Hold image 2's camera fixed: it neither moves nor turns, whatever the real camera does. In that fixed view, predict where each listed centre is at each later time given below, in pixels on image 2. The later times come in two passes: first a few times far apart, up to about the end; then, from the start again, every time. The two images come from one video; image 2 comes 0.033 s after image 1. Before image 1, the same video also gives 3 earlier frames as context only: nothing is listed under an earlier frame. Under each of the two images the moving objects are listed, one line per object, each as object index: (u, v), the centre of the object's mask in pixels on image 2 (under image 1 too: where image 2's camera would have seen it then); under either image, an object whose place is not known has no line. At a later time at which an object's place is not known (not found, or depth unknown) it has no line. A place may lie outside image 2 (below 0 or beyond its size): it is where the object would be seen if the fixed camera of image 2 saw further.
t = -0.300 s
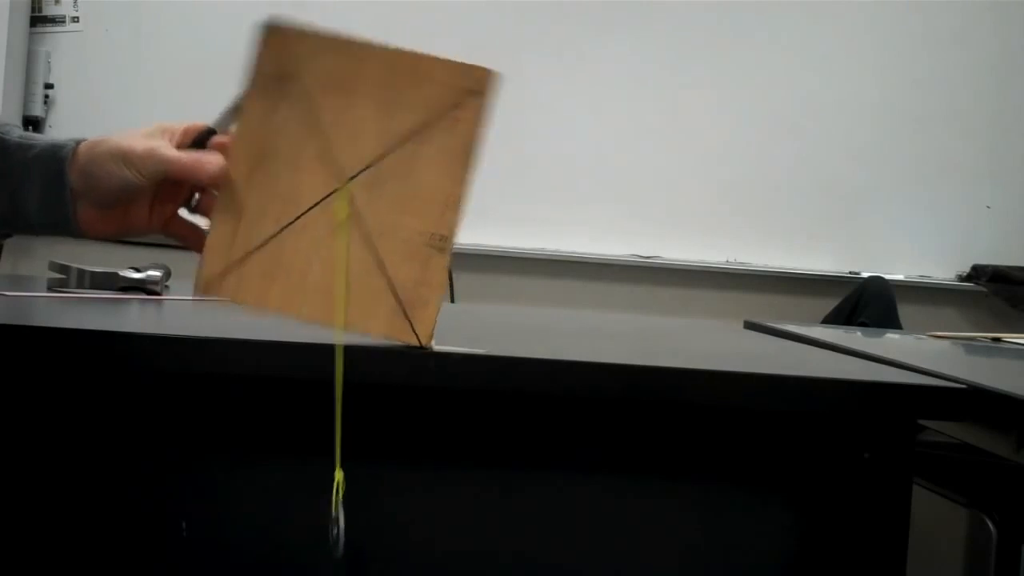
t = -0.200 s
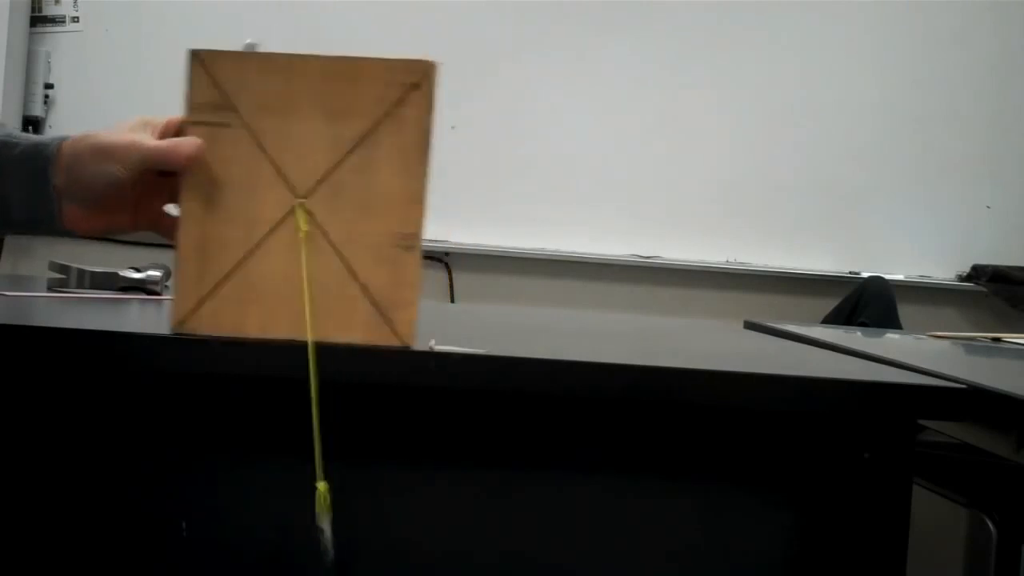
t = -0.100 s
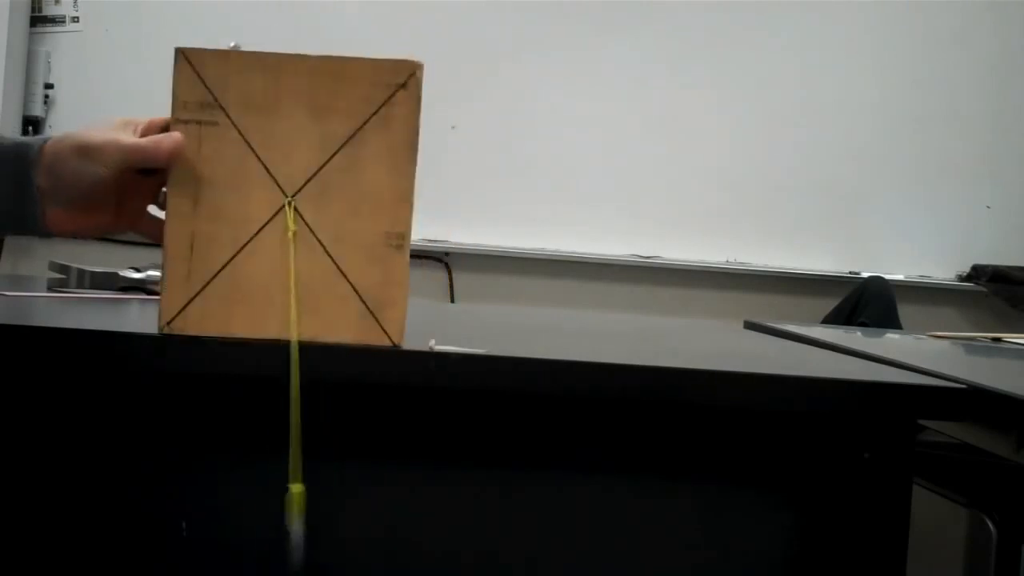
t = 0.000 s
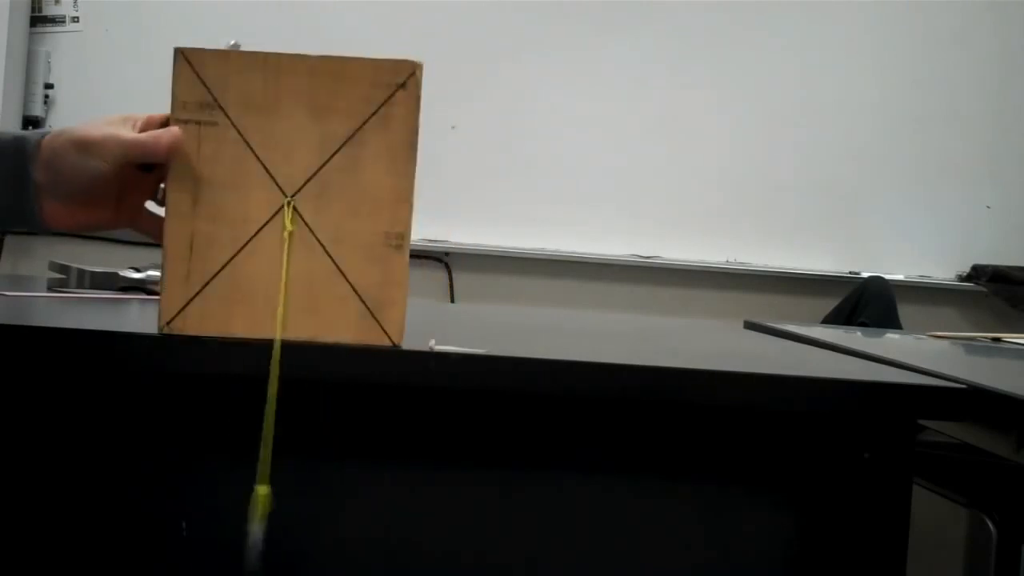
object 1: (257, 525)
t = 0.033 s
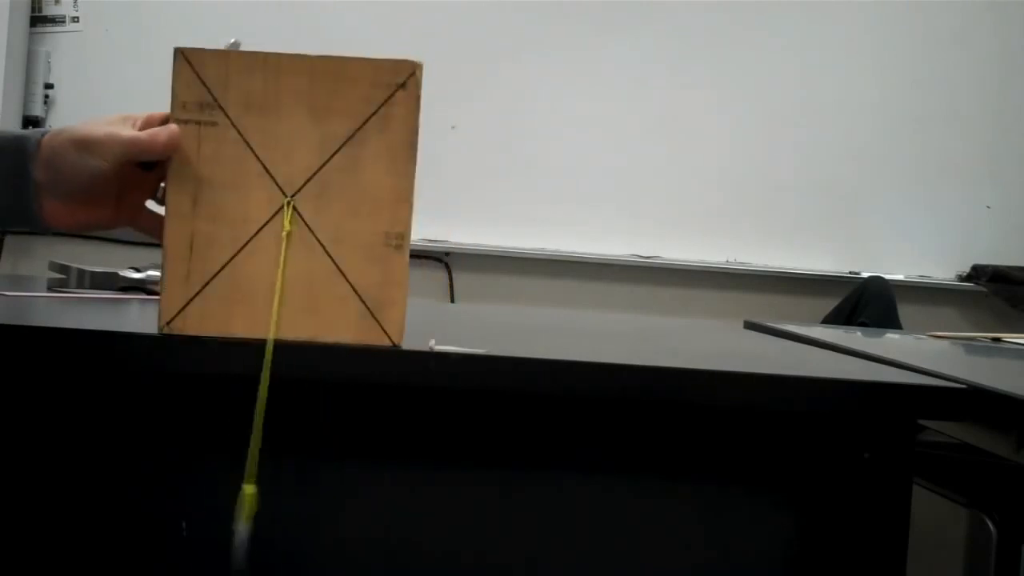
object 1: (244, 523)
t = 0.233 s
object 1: (203, 518)
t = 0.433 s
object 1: (249, 522)
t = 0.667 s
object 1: (319, 522)
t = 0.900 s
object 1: (286, 526)
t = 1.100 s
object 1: (223, 522)
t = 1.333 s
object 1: (228, 522)
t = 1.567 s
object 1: (296, 530)
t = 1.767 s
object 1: (312, 537)
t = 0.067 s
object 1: (231, 522)
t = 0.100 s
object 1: (221, 520)
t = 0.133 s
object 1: (213, 519)
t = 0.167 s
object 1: (206, 519)
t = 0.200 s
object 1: (203, 518)
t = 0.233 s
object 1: (203, 518)
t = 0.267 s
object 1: (205, 517)
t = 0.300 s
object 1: (210, 517)
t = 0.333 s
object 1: (217, 519)
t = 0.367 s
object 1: (226, 520)
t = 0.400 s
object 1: (237, 522)
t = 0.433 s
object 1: (249, 522)
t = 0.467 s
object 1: (262, 522)
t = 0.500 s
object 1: (275, 523)
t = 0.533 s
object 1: (287, 522)
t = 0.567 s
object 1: (298, 521)
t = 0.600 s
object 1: (306, 521)
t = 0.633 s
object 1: (314, 520)
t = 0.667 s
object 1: (319, 522)
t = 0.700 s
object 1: (321, 522)
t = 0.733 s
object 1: (321, 522)
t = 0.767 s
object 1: (318, 522)
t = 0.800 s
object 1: (313, 523)
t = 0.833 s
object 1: (305, 525)
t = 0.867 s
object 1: (296, 526)
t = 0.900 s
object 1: (286, 526)
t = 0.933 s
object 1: (275, 526)
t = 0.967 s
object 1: (264, 524)
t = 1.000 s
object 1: (252, 524)
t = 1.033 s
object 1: (241, 526)
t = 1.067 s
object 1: (231, 524)
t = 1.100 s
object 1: (223, 522)
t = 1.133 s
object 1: (218, 521)
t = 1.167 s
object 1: (213, 521)
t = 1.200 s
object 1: (212, 521)
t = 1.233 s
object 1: (213, 521)
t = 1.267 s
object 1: (216, 520)
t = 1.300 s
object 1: (221, 521)
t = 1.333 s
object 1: (228, 522)
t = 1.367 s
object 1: (237, 523)
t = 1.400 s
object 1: (246, 525)
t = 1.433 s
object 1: (256, 527)
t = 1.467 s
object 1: (266, 530)
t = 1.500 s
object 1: (277, 532)
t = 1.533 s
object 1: (286, 533)
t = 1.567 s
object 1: (296, 530)
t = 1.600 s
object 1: (303, 532)
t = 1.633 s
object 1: (309, 533)
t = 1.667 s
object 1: (313, 536)
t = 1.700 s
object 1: (315, 537)
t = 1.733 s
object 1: (315, 537)
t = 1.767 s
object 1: (312, 537)
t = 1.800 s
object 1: (308, 536)
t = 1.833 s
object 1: (301, 532)
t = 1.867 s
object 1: (293, 531)
